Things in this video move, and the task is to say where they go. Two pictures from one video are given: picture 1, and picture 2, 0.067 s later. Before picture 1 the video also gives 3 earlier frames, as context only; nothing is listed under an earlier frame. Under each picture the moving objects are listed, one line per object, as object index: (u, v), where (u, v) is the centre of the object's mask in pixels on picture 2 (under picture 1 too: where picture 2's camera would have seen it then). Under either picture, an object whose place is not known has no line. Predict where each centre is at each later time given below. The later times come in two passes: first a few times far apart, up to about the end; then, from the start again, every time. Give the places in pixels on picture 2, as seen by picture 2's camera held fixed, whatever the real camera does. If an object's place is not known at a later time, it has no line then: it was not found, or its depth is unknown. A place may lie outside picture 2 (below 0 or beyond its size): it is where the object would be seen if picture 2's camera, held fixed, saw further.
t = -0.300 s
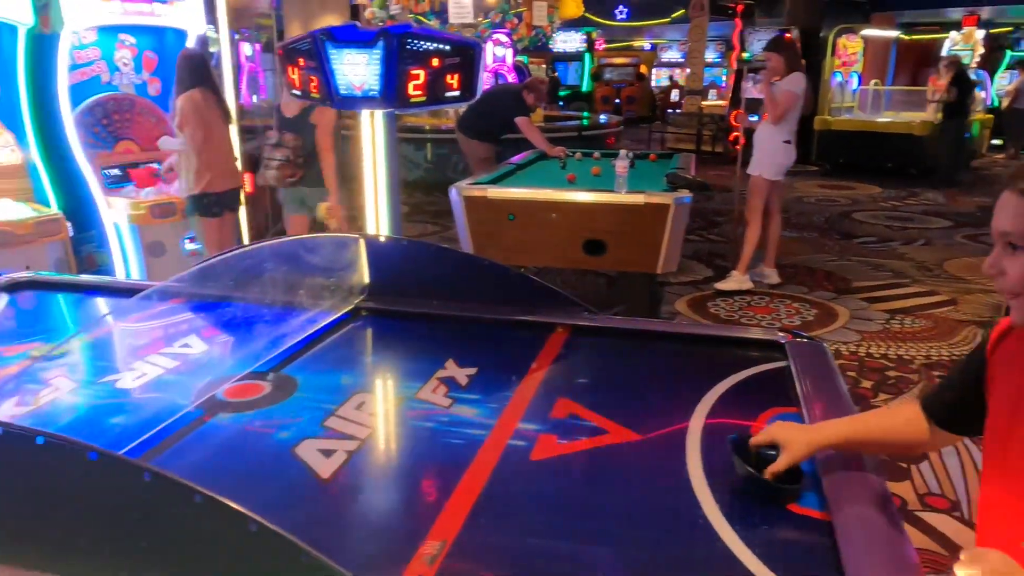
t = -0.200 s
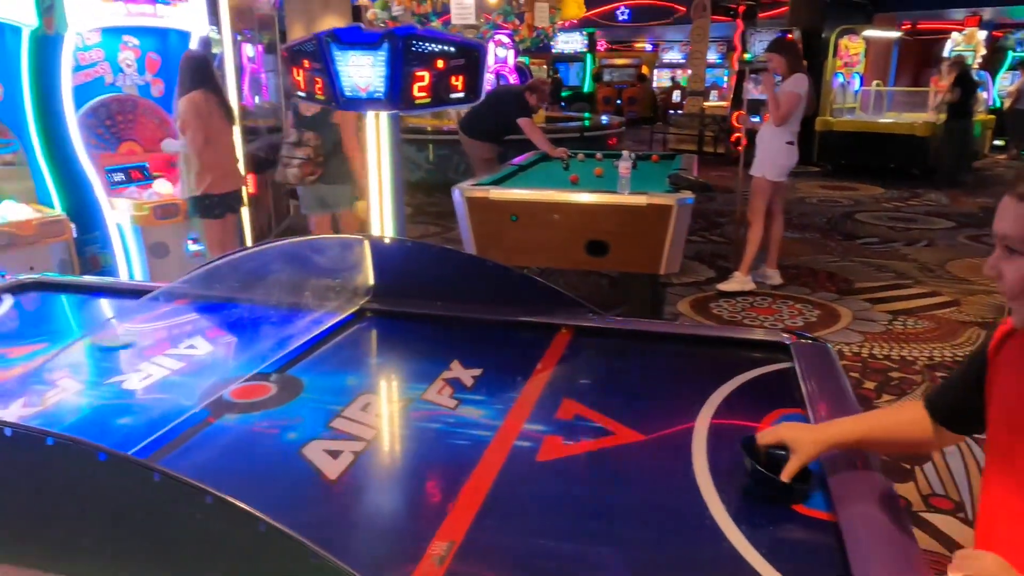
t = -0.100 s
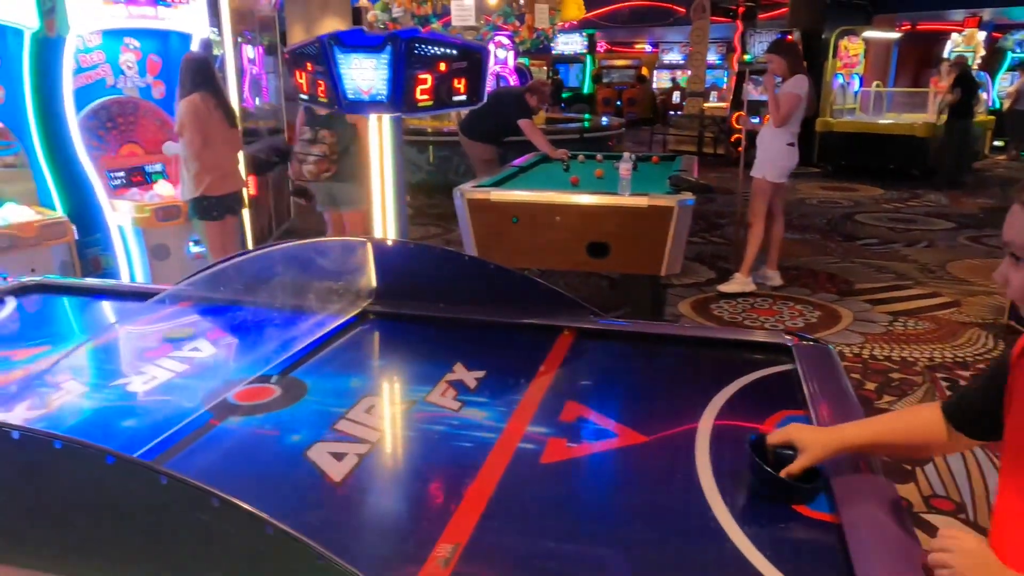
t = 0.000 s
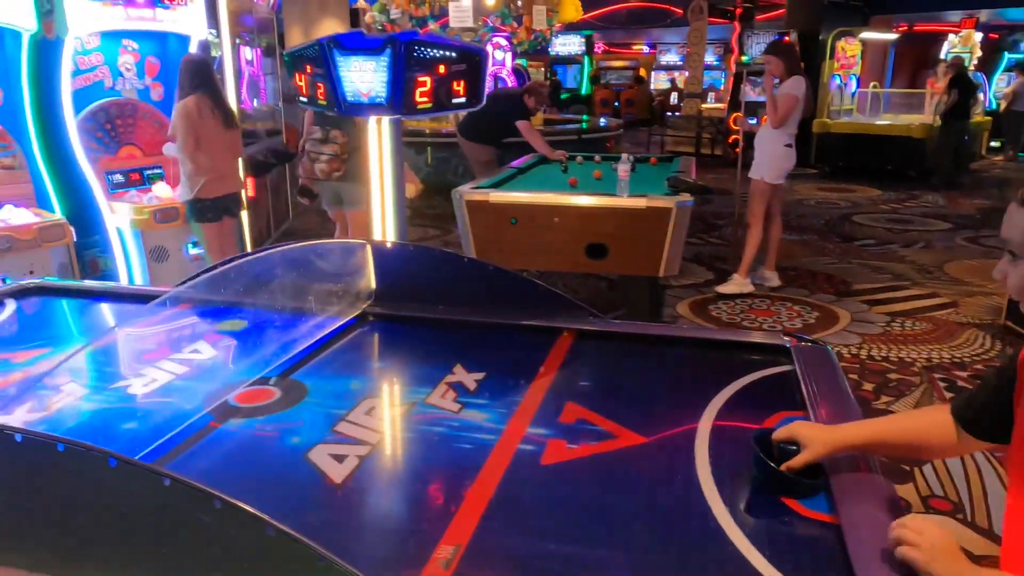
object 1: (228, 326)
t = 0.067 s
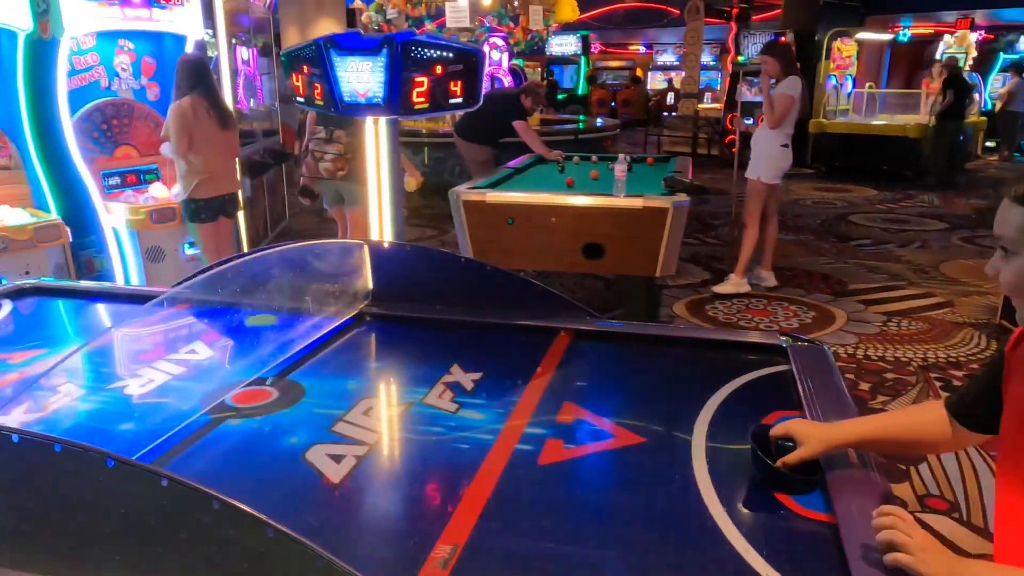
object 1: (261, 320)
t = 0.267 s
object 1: (311, 324)
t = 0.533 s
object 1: (336, 357)
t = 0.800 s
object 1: (370, 399)
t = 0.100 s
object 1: (276, 317)
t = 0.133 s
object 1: (291, 315)
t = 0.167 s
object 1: (299, 315)
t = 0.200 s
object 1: (303, 317)
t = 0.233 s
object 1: (307, 321)
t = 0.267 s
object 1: (311, 324)
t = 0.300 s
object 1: (315, 328)
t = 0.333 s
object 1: (316, 333)
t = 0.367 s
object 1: (321, 336)
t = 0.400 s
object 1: (325, 341)
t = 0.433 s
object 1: (326, 345)
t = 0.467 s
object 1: (329, 349)
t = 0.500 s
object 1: (332, 353)
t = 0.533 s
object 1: (336, 357)
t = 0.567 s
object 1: (339, 362)
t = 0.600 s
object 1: (344, 367)
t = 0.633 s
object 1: (347, 371)
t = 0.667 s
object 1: (351, 377)
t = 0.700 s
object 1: (355, 382)
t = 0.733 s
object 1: (360, 387)
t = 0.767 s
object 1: (365, 393)
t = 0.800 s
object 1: (370, 399)
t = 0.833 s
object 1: (374, 405)
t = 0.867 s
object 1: (381, 411)
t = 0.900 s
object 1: (385, 418)
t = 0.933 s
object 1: (391, 425)
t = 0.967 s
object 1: (397, 432)
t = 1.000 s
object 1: (403, 439)
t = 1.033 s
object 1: (409, 446)
